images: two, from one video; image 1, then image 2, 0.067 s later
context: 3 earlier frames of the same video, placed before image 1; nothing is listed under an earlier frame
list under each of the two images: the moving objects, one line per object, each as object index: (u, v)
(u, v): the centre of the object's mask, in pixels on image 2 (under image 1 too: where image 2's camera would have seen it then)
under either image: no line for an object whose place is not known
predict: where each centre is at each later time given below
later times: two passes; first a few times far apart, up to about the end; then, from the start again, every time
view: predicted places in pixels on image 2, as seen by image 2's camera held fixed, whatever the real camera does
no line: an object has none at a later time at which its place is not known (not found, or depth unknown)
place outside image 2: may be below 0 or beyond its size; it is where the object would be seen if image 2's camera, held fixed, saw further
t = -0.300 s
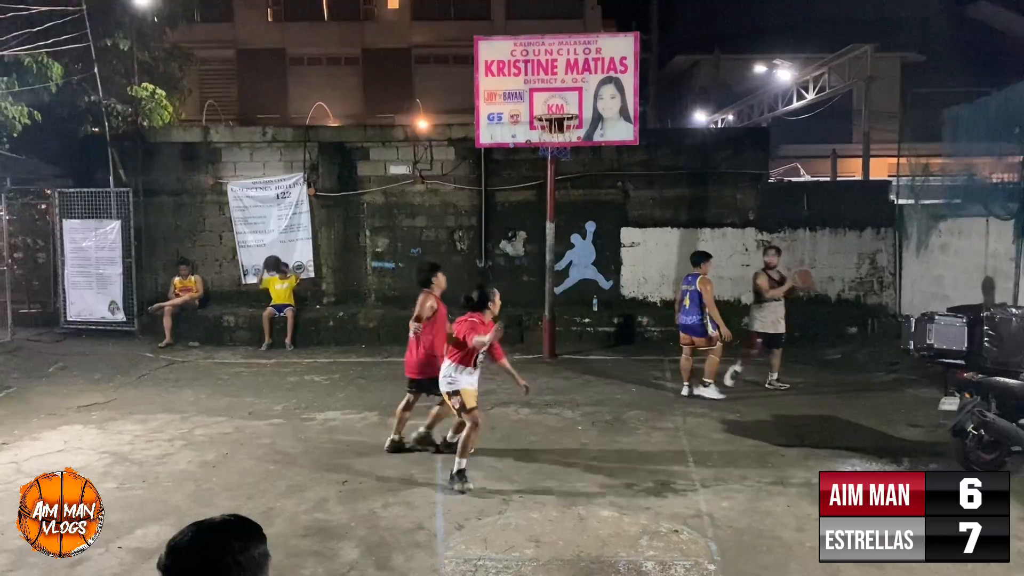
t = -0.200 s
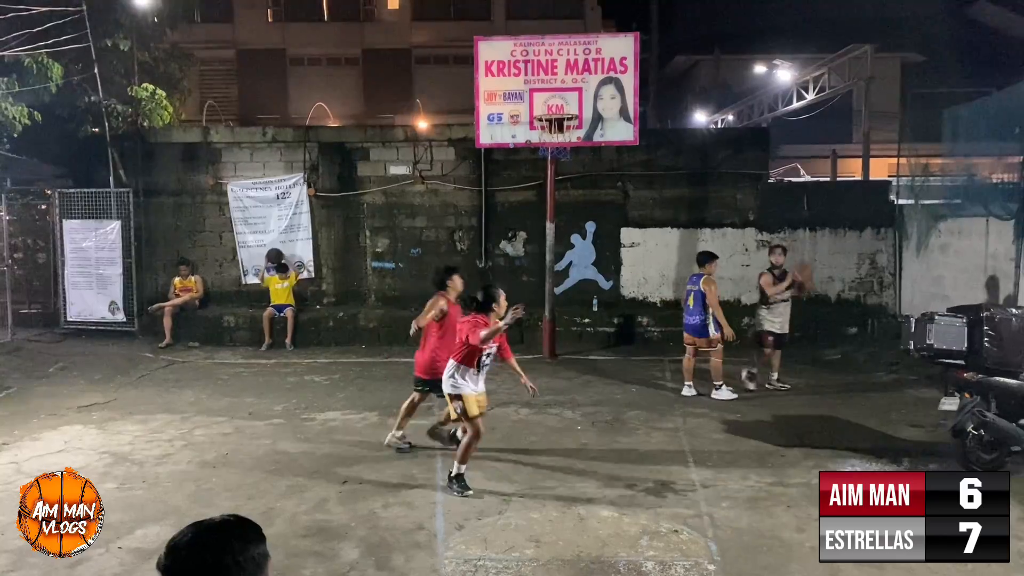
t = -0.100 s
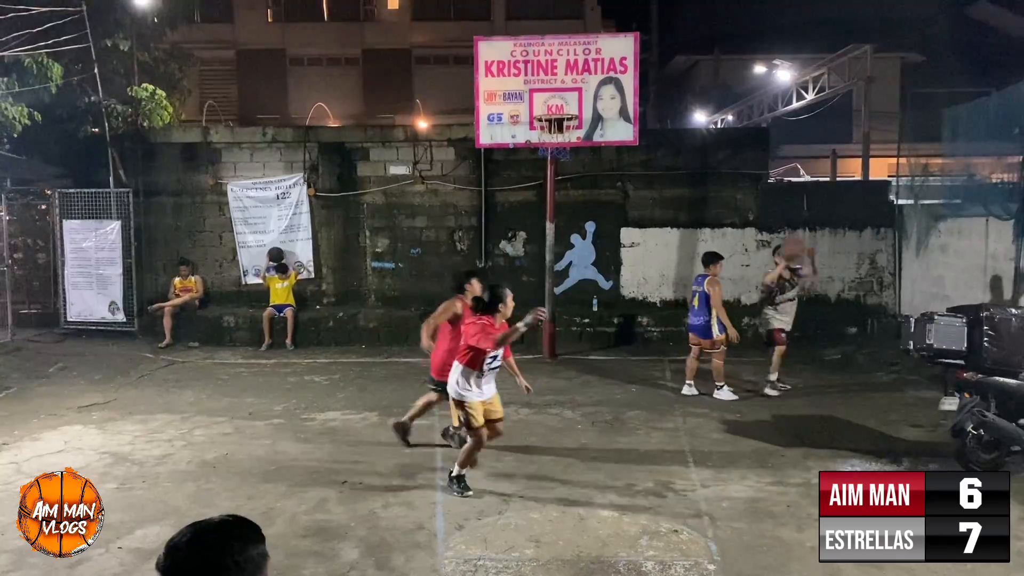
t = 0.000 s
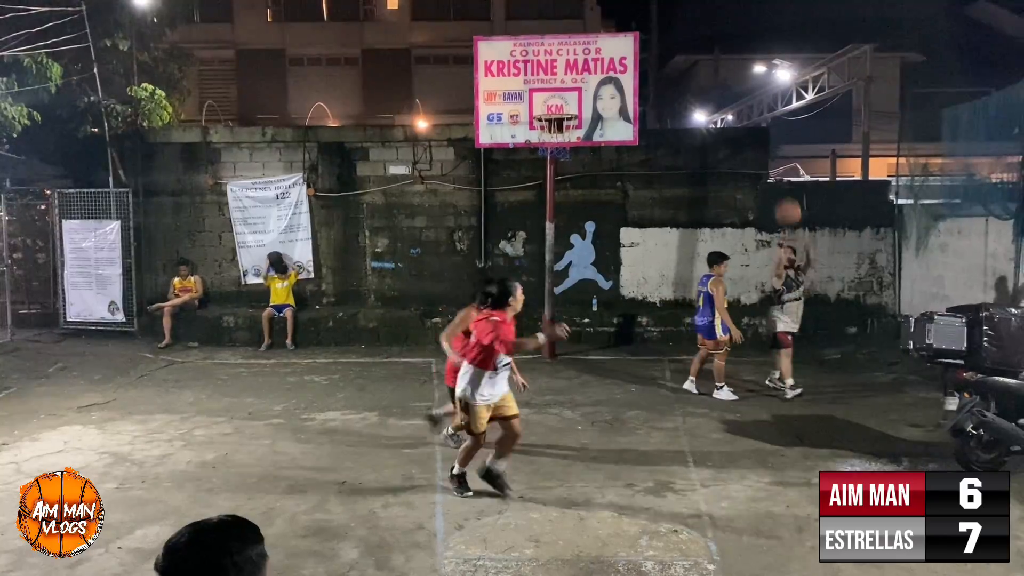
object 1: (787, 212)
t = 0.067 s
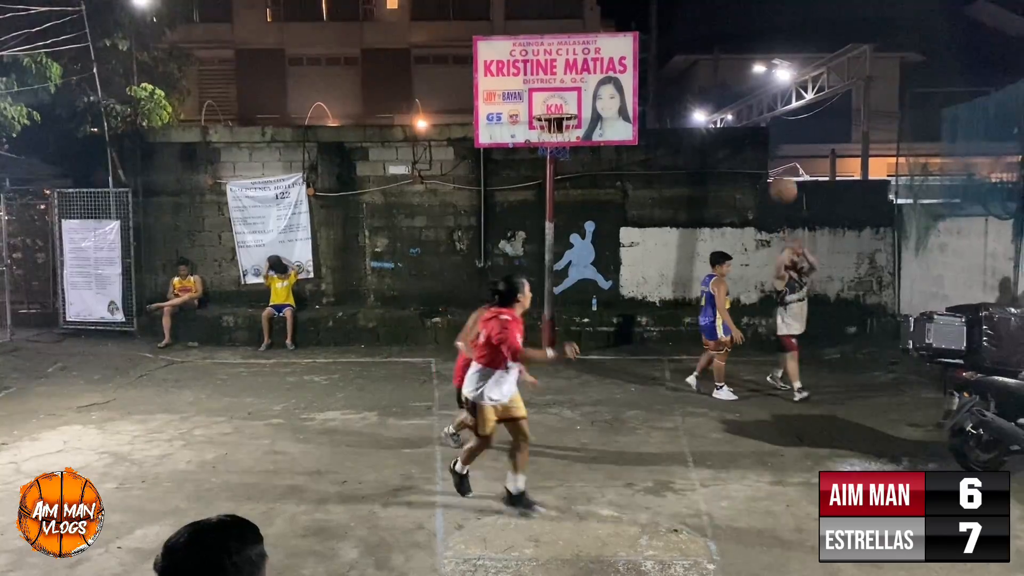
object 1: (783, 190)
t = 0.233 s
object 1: (770, 142)
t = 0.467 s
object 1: (742, 119)
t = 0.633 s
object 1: (708, 153)
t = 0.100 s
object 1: (781, 179)
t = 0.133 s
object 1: (778, 167)
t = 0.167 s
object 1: (776, 159)
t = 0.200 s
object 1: (773, 149)
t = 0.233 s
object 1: (770, 142)
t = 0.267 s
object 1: (767, 136)
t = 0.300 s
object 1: (764, 130)
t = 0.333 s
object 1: (760, 125)
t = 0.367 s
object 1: (755, 122)
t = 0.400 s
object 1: (751, 120)
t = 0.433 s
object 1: (747, 119)
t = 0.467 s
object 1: (742, 119)
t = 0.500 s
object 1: (736, 122)
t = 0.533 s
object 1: (729, 126)
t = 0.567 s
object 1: (723, 133)
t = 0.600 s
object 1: (716, 142)
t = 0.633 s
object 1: (708, 153)
